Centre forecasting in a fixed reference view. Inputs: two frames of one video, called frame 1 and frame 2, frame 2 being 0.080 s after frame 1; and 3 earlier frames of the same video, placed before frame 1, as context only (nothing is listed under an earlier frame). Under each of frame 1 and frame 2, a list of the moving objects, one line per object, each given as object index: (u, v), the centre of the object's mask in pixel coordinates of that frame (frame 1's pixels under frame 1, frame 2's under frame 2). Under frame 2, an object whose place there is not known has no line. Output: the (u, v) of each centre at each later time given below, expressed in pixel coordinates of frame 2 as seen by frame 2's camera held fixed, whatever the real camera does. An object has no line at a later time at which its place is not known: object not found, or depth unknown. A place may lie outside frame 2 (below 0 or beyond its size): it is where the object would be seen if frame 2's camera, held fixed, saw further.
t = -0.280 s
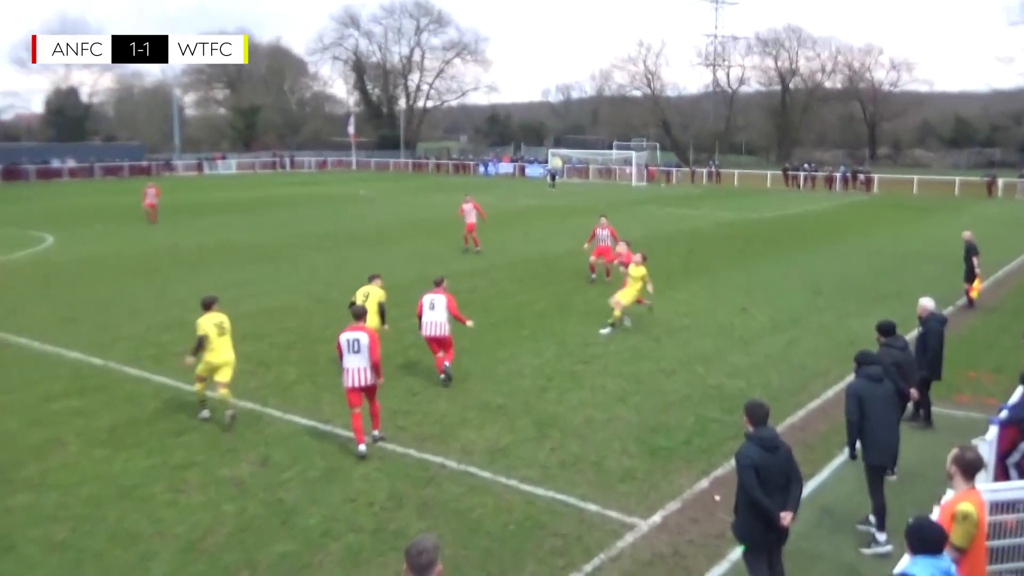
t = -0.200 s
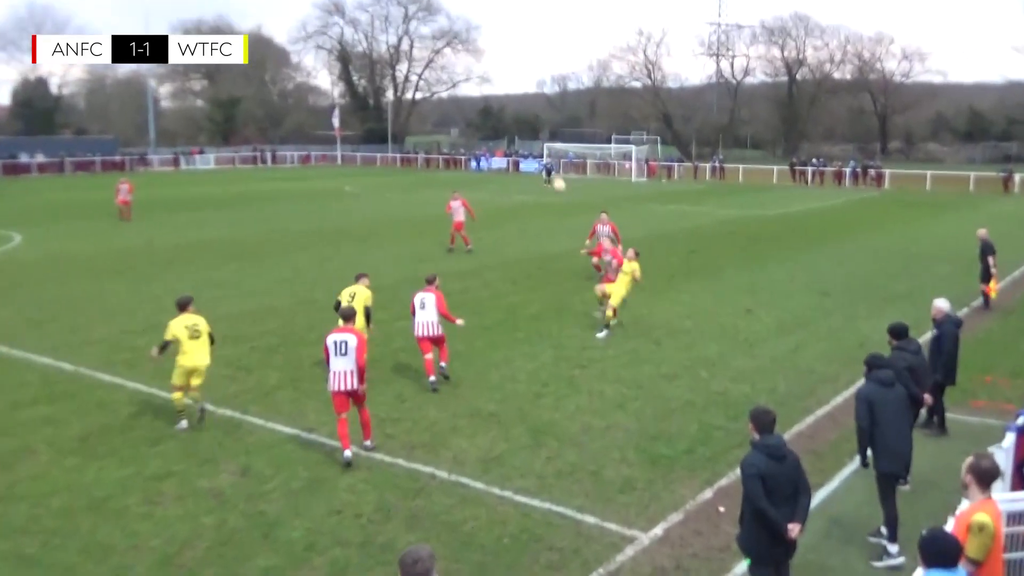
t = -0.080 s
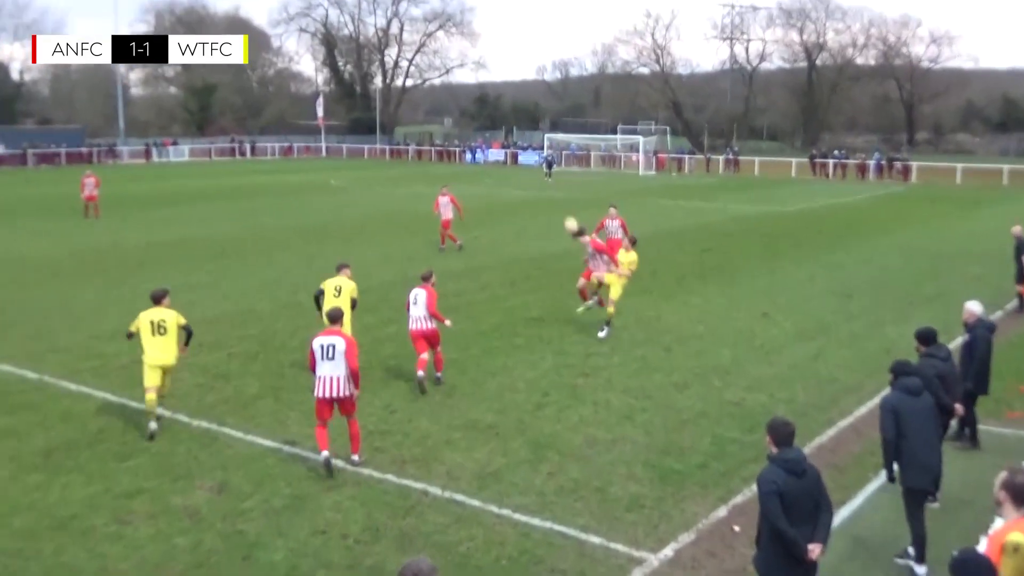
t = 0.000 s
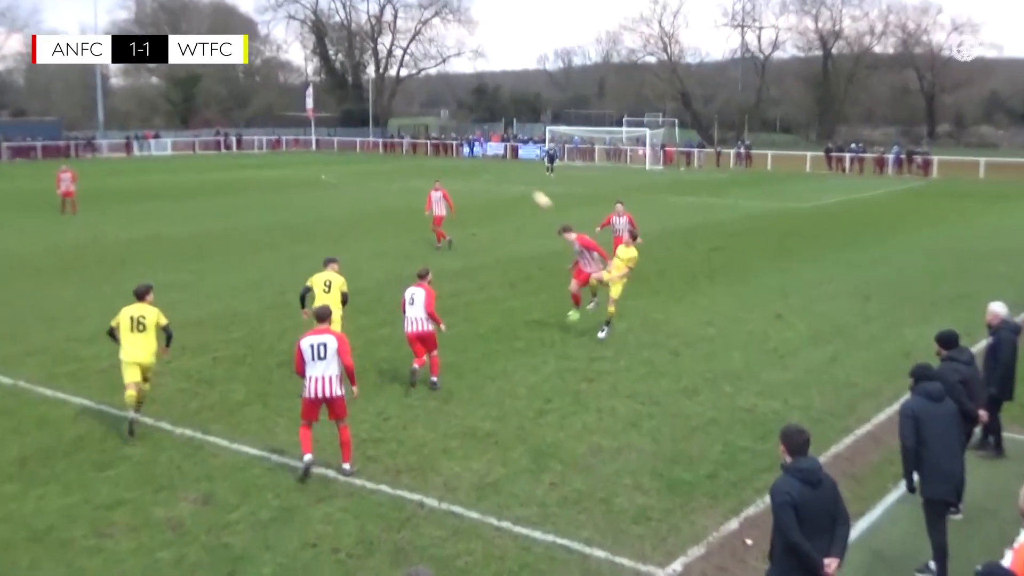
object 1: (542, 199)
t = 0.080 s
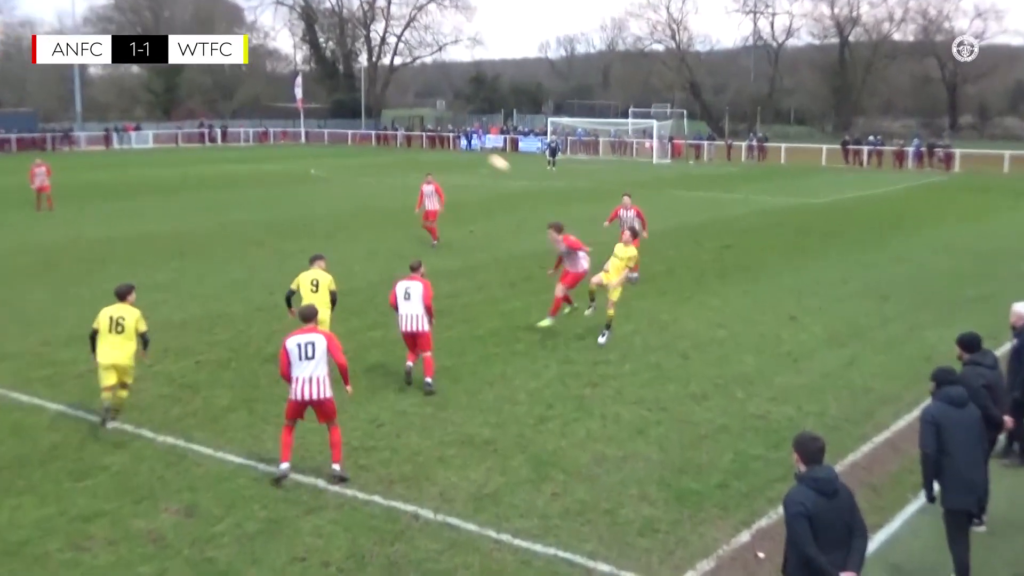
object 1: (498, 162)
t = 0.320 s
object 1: (349, 98)
